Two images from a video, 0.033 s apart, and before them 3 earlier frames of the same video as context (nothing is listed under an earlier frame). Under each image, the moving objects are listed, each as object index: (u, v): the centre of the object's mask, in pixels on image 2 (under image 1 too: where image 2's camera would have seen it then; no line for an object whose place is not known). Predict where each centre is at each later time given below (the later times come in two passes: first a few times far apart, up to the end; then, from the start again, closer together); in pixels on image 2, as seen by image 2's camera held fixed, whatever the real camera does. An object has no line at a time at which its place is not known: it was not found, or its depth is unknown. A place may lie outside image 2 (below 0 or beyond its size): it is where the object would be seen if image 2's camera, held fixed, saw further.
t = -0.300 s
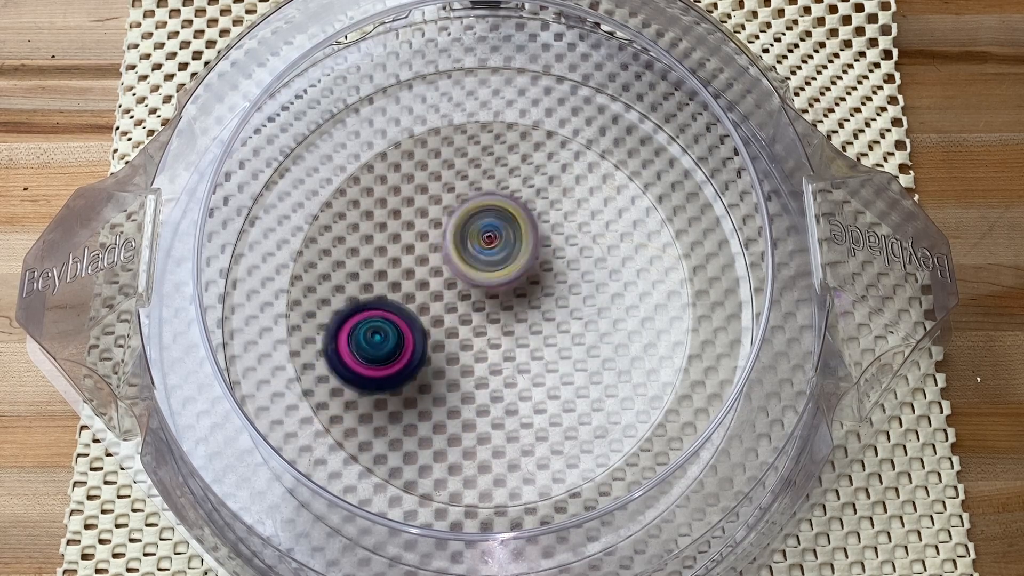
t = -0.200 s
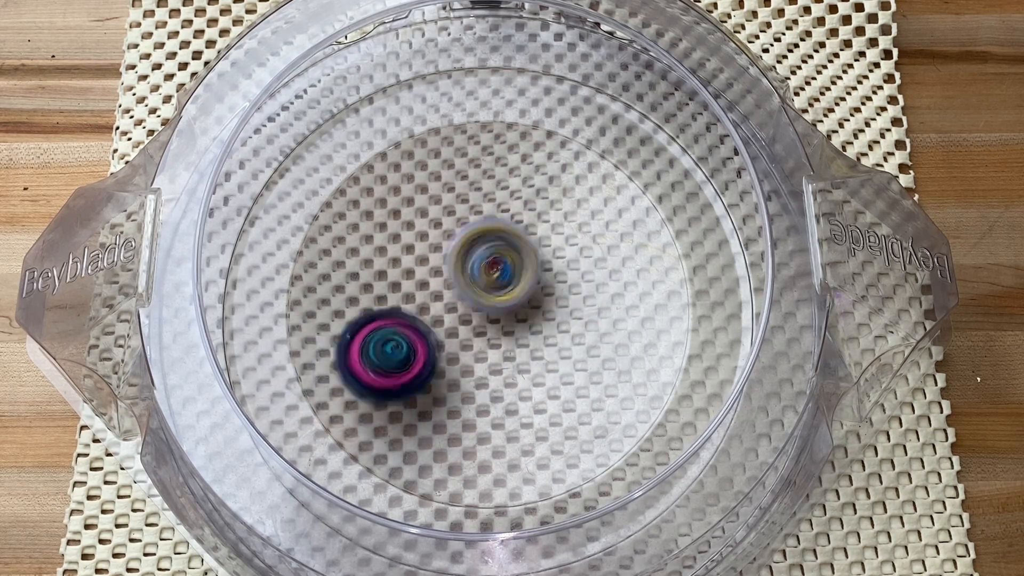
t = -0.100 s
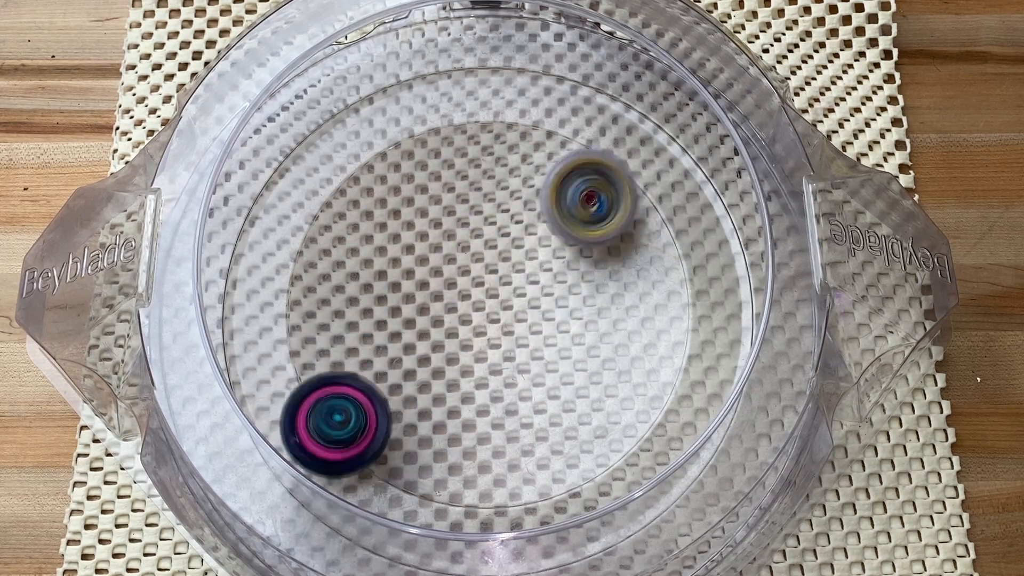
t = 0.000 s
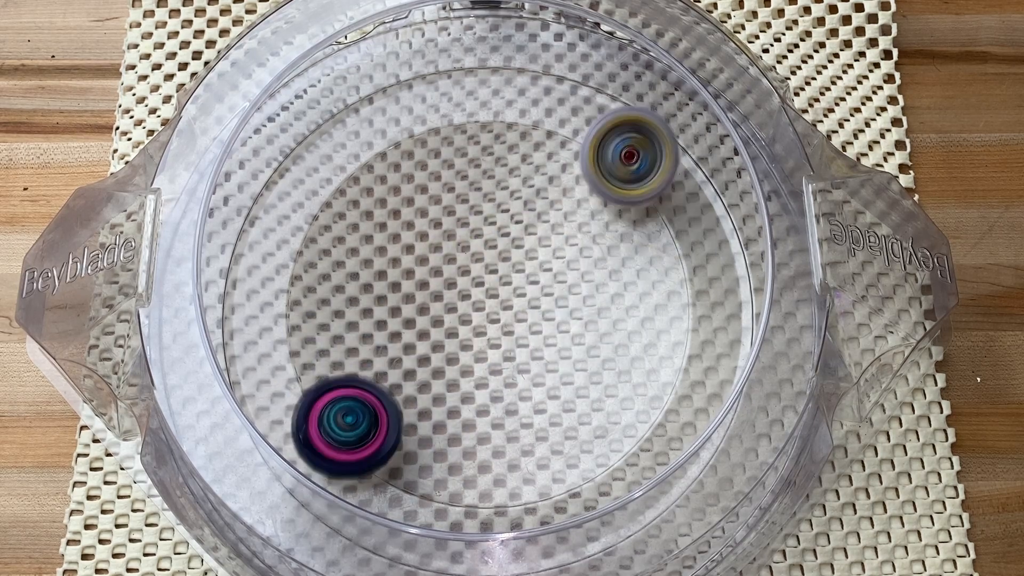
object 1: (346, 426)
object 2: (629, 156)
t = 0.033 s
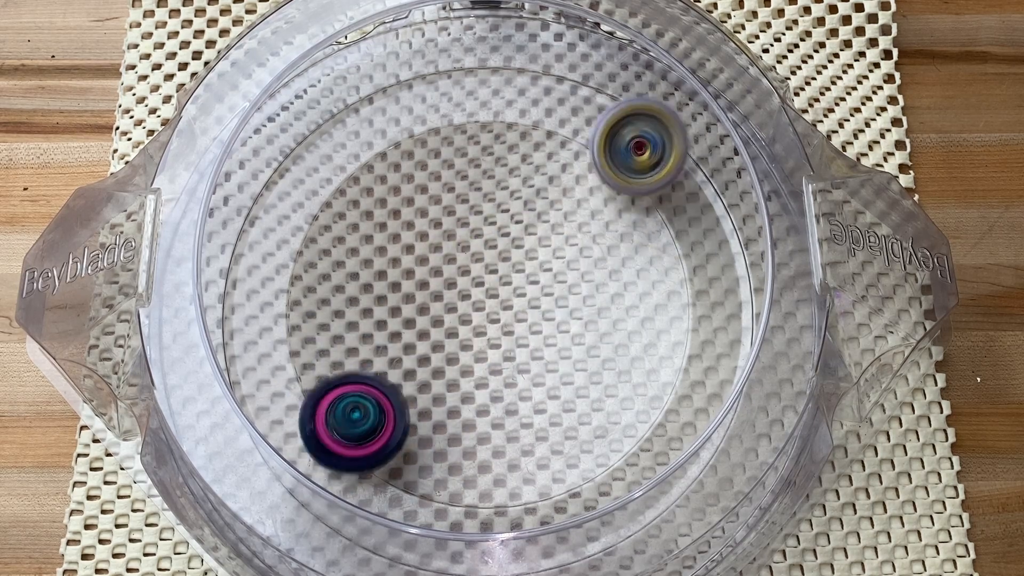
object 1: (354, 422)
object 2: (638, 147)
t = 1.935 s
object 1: (513, 242)
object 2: (302, 461)
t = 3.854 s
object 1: (477, 342)
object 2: (520, 199)
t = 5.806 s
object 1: (521, 231)
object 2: (456, 312)
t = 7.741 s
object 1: (489, 364)
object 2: (482, 246)
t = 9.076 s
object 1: (528, 346)
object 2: (436, 269)
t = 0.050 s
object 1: (358, 420)
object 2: (643, 144)
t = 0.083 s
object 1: (365, 419)
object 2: (657, 136)
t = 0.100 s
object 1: (370, 417)
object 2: (664, 133)
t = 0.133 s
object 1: (378, 414)
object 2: (674, 134)
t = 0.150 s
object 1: (381, 412)
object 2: (673, 138)
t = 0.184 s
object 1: (391, 408)
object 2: (669, 145)
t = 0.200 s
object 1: (396, 406)
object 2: (668, 149)
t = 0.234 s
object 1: (406, 403)
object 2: (665, 156)
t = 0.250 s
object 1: (411, 400)
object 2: (665, 159)
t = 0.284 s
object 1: (420, 396)
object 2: (666, 166)
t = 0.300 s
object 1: (425, 392)
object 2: (667, 170)
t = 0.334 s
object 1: (435, 387)
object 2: (670, 176)
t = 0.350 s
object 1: (440, 385)
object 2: (673, 181)
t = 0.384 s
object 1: (450, 379)
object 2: (680, 190)
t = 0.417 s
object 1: (461, 373)
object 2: (692, 198)
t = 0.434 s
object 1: (465, 371)
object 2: (695, 205)
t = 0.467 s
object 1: (476, 364)
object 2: (708, 214)
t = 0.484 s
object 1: (482, 361)
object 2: (714, 222)
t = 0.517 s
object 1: (493, 356)
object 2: (724, 233)
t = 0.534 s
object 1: (500, 354)
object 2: (728, 241)
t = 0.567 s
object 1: (510, 352)
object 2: (728, 254)
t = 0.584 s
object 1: (516, 351)
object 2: (728, 260)
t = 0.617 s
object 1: (526, 351)
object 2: (727, 271)
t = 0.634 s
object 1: (530, 352)
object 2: (728, 277)
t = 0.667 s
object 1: (539, 352)
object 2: (727, 290)
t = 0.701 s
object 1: (547, 354)
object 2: (739, 305)
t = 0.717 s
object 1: (550, 354)
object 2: (742, 314)
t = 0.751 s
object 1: (557, 354)
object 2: (740, 327)
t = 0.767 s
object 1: (559, 355)
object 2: (739, 332)
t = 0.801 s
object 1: (565, 356)
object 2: (732, 344)
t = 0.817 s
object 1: (568, 356)
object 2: (730, 347)
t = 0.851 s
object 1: (572, 356)
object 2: (729, 361)
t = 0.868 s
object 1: (573, 355)
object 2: (725, 368)
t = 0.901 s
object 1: (575, 355)
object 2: (727, 386)
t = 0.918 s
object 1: (577, 354)
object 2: (725, 396)
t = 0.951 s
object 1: (580, 353)
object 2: (719, 409)
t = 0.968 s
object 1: (581, 352)
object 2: (714, 415)
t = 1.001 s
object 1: (585, 351)
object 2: (702, 423)
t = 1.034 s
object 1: (587, 349)
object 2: (695, 432)
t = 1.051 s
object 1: (588, 348)
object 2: (693, 441)
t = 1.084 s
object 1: (589, 346)
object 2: (684, 454)
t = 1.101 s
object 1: (589, 346)
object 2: (684, 464)
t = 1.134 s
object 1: (588, 345)
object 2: (673, 477)
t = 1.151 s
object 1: (587, 344)
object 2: (668, 479)
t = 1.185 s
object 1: (587, 342)
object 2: (655, 486)
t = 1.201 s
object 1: (585, 341)
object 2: (647, 489)
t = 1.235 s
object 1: (584, 338)
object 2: (636, 499)
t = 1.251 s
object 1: (583, 337)
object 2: (628, 507)
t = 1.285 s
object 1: (582, 334)
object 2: (610, 520)
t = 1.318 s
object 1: (579, 331)
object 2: (592, 530)
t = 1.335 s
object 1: (578, 329)
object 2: (583, 534)
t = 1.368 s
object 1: (575, 325)
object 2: (565, 534)
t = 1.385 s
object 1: (573, 324)
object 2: (555, 533)
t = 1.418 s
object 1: (570, 319)
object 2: (539, 535)
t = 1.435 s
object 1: (568, 318)
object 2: (528, 535)
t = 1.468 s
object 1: (561, 313)
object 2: (510, 538)
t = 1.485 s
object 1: (557, 312)
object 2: (498, 537)
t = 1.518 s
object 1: (551, 308)
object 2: (476, 540)
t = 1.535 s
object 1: (547, 306)
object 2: (467, 541)
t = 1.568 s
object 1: (541, 301)
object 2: (446, 541)
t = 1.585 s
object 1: (539, 298)
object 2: (437, 540)
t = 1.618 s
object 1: (534, 292)
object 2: (424, 536)
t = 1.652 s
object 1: (529, 285)
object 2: (414, 527)
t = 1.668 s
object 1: (527, 282)
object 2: (405, 531)
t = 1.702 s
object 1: (524, 275)
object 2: (388, 528)
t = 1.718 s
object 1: (523, 272)
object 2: (384, 518)
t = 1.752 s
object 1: (519, 266)
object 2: (364, 520)
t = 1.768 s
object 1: (518, 263)
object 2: (353, 513)
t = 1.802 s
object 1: (516, 257)
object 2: (332, 507)
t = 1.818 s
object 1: (516, 254)
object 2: (324, 506)
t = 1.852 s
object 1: (514, 250)
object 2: (316, 492)
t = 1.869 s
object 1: (515, 247)
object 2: (313, 484)
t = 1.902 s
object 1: (513, 245)
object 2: (311, 471)
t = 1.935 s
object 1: (513, 242)
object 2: (302, 461)
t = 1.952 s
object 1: (512, 241)
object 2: (299, 454)
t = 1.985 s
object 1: (511, 239)
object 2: (285, 443)
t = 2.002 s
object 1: (510, 238)
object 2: (279, 440)
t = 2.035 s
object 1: (509, 237)
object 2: (266, 430)
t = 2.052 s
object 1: (508, 237)
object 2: (259, 421)
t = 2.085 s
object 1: (507, 236)
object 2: (251, 409)
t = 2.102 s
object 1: (507, 237)
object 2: (250, 404)
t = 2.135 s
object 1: (506, 237)
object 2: (251, 395)
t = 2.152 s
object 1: (506, 237)
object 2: (253, 390)
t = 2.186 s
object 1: (505, 238)
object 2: (250, 380)
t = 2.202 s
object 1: (505, 238)
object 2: (248, 373)
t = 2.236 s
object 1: (502, 240)
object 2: (243, 360)
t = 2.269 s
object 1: (501, 241)
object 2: (240, 345)
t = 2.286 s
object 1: (499, 242)
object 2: (237, 340)
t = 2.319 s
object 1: (496, 244)
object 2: (234, 324)
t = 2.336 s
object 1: (494, 246)
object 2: (233, 314)
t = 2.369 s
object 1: (491, 247)
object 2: (231, 297)
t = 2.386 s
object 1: (489, 249)
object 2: (231, 292)
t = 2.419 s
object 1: (485, 251)
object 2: (240, 276)
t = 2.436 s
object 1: (484, 253)
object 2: (241, 267)
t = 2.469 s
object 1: (480, 256)
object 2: (243, 253)
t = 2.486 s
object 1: (478, 258)
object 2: (245, 248)
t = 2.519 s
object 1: (473, 260)
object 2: (247, 234)
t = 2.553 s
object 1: (469, 265)
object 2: (251, 220)
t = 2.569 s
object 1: (466, 265)
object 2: (254, 212)
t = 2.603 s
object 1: (462, 269)
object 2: (259, 199)
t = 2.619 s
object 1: (460, 269)
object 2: (261, 194)
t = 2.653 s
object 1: (456, 272)
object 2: (269, 181)
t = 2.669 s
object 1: (454, 273)
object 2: (273, 174)
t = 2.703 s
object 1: (450, 276)
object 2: (281, 162)
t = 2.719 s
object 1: (448, 277)
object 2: (285, 159)
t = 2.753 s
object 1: (446, 278)
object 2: (293, 147)
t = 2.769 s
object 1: (444, 279)
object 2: (298, 140)
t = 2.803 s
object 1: (443, 280)
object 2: (308, 130)
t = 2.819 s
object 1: (442, 281)
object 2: (313, 127)
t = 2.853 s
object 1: (441, 282)
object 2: (323, 118)
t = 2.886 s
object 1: (441, 283)
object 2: (334, 111)
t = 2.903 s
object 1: (440, 284)
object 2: (338, 105)
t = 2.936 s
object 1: (439, 285)
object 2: (348, 98)
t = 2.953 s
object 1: (439, 286)
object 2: (355, 97)
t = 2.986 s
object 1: (439, 287)
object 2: (365, 91)
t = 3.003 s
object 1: (439, 288)
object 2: (368, 87)
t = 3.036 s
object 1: (439, 290)
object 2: (378, 84)
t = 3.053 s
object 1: (439, 291)
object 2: (385, 82)
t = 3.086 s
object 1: (439, 293)
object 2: (395, 79)
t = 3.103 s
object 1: (439, 295)
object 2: (397, 77)
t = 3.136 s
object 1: (439, 297)
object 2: (407, 75)
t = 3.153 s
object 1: (440, 299)
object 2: (415, 73)
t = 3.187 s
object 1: (440, 301)
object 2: (424, 70)
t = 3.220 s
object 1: (441, 304)
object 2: (433, 68)
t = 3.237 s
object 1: (442, 306)
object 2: (435, 69)
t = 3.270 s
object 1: (442, 309)
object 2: (445, 67)
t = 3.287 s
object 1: (443, 310)
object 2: (450, 63)
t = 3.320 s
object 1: (443, 313)
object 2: (460, 62)
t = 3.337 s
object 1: (444, 314)
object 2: (465, 64)
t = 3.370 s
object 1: (445, 317)
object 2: (475, 63)
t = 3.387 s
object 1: (446, 318)
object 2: (478, 62)
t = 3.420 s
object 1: (446, 321)
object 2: (487, 64)
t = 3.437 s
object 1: (448, 322)
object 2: (495, 64)
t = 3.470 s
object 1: (449, 324)
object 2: (504, 66)
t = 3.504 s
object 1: (452, 327)
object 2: (513, 70)
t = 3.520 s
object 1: (453, 327)
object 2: (516, 73)
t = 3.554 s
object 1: (454, 330)
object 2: (524, 78)
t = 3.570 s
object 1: (456, 330)
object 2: (528, 79)
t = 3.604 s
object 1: (457, 332)
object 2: (534, 85)
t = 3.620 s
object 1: (459, 333)
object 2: (539, 89)
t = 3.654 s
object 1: (460, 334)
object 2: (546, 98)
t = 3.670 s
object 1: (462, 335)
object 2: (548, 103)
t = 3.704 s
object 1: (464, 337)
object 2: (553, 112)
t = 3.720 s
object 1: (466, 337)
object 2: (557, 117)
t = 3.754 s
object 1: (468, 338)
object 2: (554, 133)
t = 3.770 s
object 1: (470, 339)
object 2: (552, 145)
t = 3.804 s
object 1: (473, 340)
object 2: (541, 166)
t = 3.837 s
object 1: (475, 341)
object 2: (528, 186)
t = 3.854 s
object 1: (477, 342)
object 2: (520, 199)
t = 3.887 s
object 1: (478, 342)
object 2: (508, 220)
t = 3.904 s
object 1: (480, 343)
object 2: (503, 229)
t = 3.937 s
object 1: (484, 347)
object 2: (490, 248)
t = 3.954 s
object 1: (488, 362)
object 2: (480, 244)
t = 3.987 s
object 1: (499, 390)
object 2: (462, 238)
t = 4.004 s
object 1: (502, 399)
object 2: (454, 234)
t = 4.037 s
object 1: (508, 416)
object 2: (443, 235)
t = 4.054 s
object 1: (510, 422)
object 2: (440, 239)
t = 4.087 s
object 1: (514, 431)
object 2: (433, 247)
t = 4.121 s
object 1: (517, 435)
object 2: (429, 259)
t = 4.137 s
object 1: (518, 438)
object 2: (427, 264)
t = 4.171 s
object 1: (520, 441)
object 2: (426, 276)
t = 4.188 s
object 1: (520, 441)
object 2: (428, 282)
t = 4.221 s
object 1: (521, 442)
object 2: (431, 294)
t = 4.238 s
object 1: (522, 442)
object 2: (432, 298)
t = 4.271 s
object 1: (520, 442)
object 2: (439, 307)
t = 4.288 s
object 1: (520, 442)
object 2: (446, 311)
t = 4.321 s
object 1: (519, 440)
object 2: (455, 317)
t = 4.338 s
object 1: (520, 438)
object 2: (457, 320)
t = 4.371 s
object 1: (520, 436)
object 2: (465, 323)
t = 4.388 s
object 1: (521, 436)
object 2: (469, 325)
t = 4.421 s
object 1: (522, 434)
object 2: (473, 328)
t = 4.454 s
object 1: (523, 431)
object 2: (475, 329)
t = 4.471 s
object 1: (523, 430)
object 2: (476, 330)
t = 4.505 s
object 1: (524, 426)
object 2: (477, 331)
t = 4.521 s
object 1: (525, 424)
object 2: (475, 329)
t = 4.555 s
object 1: (525, 419)
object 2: (477, 328)
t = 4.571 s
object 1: (525, 417)
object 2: (479, 327)
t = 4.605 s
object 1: (526, 411)
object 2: (479, 323)
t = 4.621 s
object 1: (526, 410)
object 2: (478, 320)
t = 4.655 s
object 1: (527, 405)
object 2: (476, 308)
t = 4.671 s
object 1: (527, 401)
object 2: (475, 302)
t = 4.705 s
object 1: (526, 392)
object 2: (470, 293)
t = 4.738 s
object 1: (525, 383)
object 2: (464, 286)
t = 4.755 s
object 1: (524, 378)
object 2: (462, 283)
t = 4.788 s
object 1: (523, 367)
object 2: (456, 278)
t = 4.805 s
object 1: (523, 361)
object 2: (452, 275)
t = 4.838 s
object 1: (522, 349)
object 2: (446, 272)
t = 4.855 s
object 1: (521, 342)
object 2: (445, 272)
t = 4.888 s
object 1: (523, 329)
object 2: (440, 271)
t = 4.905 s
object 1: (523, 323)
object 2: (436, 272)
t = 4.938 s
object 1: (525, 312)
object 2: (432, 273)
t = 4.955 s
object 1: (527, 308)
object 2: (431, 274)
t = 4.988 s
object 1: (530, 300)
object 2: (429, 279)
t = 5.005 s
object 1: (532, 296)
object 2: (429, 284)
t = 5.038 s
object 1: (534, 289)
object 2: (433, 293)
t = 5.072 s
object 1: (537, 283)
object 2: (442, 300)
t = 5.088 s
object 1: (539, 280)
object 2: (446, 303)
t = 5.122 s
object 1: (553, 271)
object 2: (441, 314)
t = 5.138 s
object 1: (558, 267)
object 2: (442, 318)
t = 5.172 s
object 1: (562, 262)
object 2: (445, 326)
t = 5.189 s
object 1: (563, 260)
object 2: (449, 330)
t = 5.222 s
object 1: (563, 257)
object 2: (460, 335)
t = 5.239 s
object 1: (564, 254)
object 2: (464, 336)
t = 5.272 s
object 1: (564, 252)
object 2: (476, 336)
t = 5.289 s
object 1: (563, 251)
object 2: (483, 335)
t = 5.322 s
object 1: (562, 250)
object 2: (494, 329)
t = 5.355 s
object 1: (561, 249)
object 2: (503, 322)
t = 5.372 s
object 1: (564, 244)
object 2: (503, 324)
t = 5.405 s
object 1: (567, 234)
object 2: (502, 326)
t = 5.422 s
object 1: (568, 232)
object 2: (500, 324)
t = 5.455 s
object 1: (565, 229)
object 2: (500, 323)
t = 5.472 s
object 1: (565, 227)
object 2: (502, 321)
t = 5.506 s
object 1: (563, 226)
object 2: (502, 316)
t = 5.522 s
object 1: (562, 225)
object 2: (503, 314)
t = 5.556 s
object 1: (559, 224)
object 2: (502, 307)
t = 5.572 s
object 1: (558, 224)
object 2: (499, 304)
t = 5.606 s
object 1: (555, 224)
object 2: (496, 298)
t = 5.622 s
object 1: (552, 223)
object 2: (494, 295)
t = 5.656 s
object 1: (549, 222)
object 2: (485, 294)
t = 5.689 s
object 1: (544, 223)
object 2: (475, 296)
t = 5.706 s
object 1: (542, 224)
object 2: (472, 298)
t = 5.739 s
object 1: (535, 225)
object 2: (466, 302)
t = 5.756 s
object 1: (533, 227)
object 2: (462, 305)
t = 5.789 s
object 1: (525, 230)
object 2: (458, 311)
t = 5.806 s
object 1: (521, 231)
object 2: (456, 312)
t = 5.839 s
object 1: (512, 235)
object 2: (454, 320)
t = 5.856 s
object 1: (507, 238)
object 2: (456, 324)
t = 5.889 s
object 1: (497, 242)
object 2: (459, 330)
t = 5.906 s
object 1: (493, 244)
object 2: (461, 334)
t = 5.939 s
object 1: (484, 248)
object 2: (468, 339)
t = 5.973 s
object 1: (474, 250)
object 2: (478, 341)
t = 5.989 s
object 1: (470, 251)
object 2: (482, 342)
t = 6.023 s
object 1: (462, 251)
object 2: (492, 339)
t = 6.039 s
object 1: (458, 252)
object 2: (496, 334)
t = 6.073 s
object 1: (453, 253)
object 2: (503, 329)
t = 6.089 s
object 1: (449, 249)
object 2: (512, 330)
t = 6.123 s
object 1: (439, 241)
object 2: (526, 332)
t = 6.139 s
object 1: (437, 241)
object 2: (531, 333)
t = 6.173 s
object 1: (434, 241)
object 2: (538, 329)
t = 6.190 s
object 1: (432, 241)
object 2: (538, 328)
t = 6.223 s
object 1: (428, 240)
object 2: (543, 321)
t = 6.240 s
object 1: (427, 241)
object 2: (544, 315)
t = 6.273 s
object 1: (425, 242)
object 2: (542, 308)
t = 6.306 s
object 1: (424, 243)
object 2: (541, 300)
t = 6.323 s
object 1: (423, 244)
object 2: (540, 294)
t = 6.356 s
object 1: (422, 246)
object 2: (535, 286)
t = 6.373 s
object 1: (422, 247)
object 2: (533, 282)
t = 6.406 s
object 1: (421, 250)
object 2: (525, 275)
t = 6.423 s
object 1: (422, 250)
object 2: (520, 273)
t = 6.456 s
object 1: (418, 252)
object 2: (511, 270)
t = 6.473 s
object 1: (414, 253)
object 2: (511, 270)
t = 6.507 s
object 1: (411, 256)
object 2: (509, 271)
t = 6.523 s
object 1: (410, 257)
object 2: (505, 272)
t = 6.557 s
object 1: (406, 261)
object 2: (501, 275)
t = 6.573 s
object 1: (405, 263)
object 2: (501, 276)
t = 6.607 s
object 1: (403, 267)
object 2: (498, 281)
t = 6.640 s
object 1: (401, 271)
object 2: (502, 291)
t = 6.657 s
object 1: (401, 273)
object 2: (506, 295)
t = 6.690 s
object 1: (400, 280)
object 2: (511, 301)
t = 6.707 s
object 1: (400, 283)
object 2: (514, 304)
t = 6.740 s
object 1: (400, 289)
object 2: (520, 309)
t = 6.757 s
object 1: (401, 291)
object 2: (522, 311)
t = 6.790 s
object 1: (403, 297)
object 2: (527, 312)
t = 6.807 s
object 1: (404, 300)
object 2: (528, 313)
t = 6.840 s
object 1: (405, 306)
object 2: (534, 313)
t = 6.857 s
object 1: (407, 309)
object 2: (536, 310)
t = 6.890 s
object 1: (409, 315)
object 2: (537, 307)
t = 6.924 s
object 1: (412, 319)
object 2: (537, 303)
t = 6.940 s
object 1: (413, 322)
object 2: (535, 299)
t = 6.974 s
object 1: (415, 324)
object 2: (528, 297)
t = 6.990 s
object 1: (417, 326)
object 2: (525, 295)
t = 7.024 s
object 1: (419, 328)
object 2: (515, 293)
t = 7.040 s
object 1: (420, 330)
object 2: (511, 294)
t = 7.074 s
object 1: (417, 334)
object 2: (509, 292)
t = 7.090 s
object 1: (418, 336)
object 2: (506, 293)
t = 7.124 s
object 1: (415, 339)
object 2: (504, 290)
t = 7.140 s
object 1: (414, 342)
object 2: (502, 287)
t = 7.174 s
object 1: (415, 344)
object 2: (502, 284)
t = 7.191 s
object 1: (417, 346)
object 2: (499, 281)
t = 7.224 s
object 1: (422, 348)
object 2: (493, 282)
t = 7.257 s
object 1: (425, 353)
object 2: (493, 280)
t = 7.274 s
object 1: (426, 355)
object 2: (493, 280)
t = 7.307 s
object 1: (429, 357)
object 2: (493, 281)
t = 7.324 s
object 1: (430, 357)
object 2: (492, 282)
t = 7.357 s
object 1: (431, 362)
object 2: (492, 280)
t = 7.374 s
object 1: (432, 363)
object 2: (495, 279)
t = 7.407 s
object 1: (437, 364)
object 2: (496, 277)
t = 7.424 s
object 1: (440, 364)
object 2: (497, 277)
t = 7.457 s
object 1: (448, 365)
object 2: (499, 276)
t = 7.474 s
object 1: (450, 365)
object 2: (500, 278)
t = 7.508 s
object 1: (458, 364)
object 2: (499, 278)
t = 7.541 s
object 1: (462, 368)
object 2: (502, 273)
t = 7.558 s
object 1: (464, 372)
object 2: (504, 268)
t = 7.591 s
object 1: (467, 375)
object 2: (506, 259)
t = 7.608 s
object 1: (469, 374)
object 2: (505, 255)
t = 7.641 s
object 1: (475, 373)
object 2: (502, 249)
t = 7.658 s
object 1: (477, 371)
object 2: (500, 247)
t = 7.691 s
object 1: (482, 369)
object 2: (494, 243)
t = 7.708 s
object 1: (485, 367)
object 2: (490, 243)
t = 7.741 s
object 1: (489, 364)
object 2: (482, 246)
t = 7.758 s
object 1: (492, 362)
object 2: (479, 249)
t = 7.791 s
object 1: (495, 358)
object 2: (474, 256)
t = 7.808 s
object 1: (498, 356)
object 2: (471, 262)
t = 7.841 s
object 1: (501, 355)
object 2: (470, 266)
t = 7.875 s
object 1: (507, 355)
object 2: (465, 267)
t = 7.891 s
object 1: (509, 356)
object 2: (463, 269)
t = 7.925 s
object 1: (515, 359)
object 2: (457, 268)
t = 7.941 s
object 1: (517, 357)
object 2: (455, 270)
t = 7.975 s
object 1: (517, 352)
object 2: (452, 276)
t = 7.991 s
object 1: (518, 350)
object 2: (452, 280)
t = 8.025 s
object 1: (521, 349)
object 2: (449, 282)
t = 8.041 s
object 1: (524, 347)
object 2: (446, 284)
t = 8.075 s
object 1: (527, 344)
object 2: (443, 287)
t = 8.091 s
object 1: (525, 341)
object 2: (442, 291)
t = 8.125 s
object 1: (528, 340)
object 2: (443, 295)
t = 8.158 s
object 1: (552, 350)
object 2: (425, 283)
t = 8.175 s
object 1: (562, 353)
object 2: (422, 279)
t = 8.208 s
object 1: (573, 358)
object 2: (413, 269)
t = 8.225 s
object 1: (574, 358)
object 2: (414, 267)
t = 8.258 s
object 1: (575, 358)
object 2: (413, 266)
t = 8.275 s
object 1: (575, 358)
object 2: (414, 266)
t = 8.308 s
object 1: (575, 358)
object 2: (418, 271)
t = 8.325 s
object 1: (576, 357)
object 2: (420, 273)
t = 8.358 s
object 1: (574, 356)
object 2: (429, 280)
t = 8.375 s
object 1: (572, 355)
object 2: (431, 284)
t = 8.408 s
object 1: (570, 353)
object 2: (440, 288)
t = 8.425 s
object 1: (568, 352)
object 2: (445, 293)
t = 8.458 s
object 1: (563, 348)
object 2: (453, 297)
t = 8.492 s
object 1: (558, 345)
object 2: (465, 304)
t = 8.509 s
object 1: (556, 343)
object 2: (467, 305)
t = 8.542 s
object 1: (562, 341)
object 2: (463, 305)
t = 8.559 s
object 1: (563, 339)
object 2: (461, 304)
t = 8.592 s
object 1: (560, 334)
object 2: (461, 303)
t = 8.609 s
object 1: (556, 334)
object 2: (464, 305)
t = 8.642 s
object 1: (561, 339)
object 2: (456, 301)
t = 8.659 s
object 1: (562, 340)
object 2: (453, 295)
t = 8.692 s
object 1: (560, 341)
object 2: (452, 294)
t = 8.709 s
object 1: (558, 341)
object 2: (452, 293)
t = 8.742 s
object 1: (556, 342)
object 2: (450, 294)
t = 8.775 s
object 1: (552, 341)
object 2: (451, 294)
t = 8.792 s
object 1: (550, 341)
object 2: (454, 296)
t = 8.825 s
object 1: (545, 342)
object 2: (454, 299)
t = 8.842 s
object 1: (543, 342)
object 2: (453, 298)
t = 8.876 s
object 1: (543, 340)
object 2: (451, 293)
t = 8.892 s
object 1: (540, 339)
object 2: (450, 291)
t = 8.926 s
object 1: (536, 339)
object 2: (448, 288)
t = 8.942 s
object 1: (538, 341)
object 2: (440, 282)
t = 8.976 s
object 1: (539, 341)
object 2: (434, 275)
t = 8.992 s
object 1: (538, 340)
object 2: (434, 273)
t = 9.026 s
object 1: (532, 341)
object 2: (434, 270)
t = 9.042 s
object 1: (530, 342)
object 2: (434, 270)
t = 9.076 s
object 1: (528, 346)
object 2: (436, 269)
